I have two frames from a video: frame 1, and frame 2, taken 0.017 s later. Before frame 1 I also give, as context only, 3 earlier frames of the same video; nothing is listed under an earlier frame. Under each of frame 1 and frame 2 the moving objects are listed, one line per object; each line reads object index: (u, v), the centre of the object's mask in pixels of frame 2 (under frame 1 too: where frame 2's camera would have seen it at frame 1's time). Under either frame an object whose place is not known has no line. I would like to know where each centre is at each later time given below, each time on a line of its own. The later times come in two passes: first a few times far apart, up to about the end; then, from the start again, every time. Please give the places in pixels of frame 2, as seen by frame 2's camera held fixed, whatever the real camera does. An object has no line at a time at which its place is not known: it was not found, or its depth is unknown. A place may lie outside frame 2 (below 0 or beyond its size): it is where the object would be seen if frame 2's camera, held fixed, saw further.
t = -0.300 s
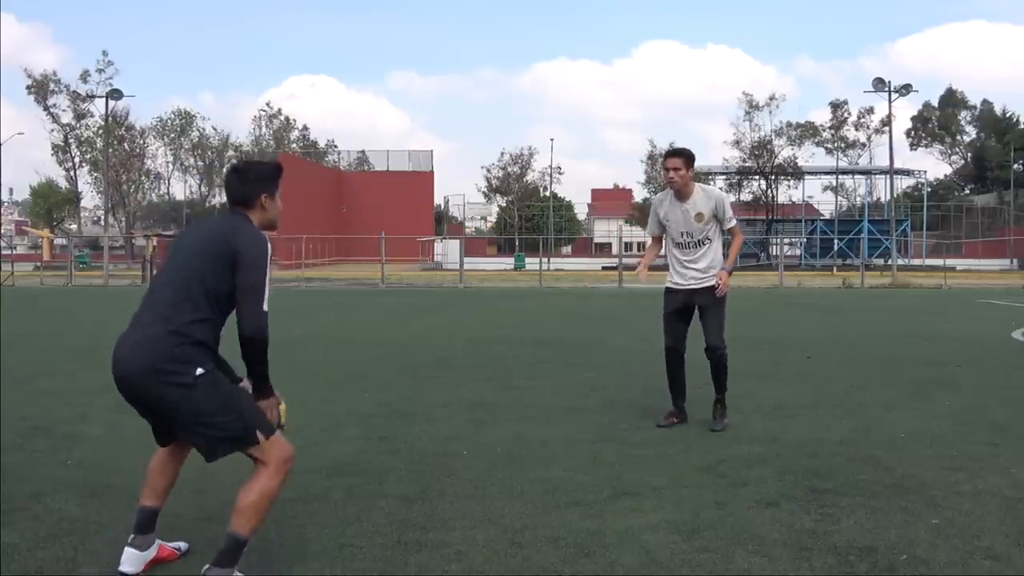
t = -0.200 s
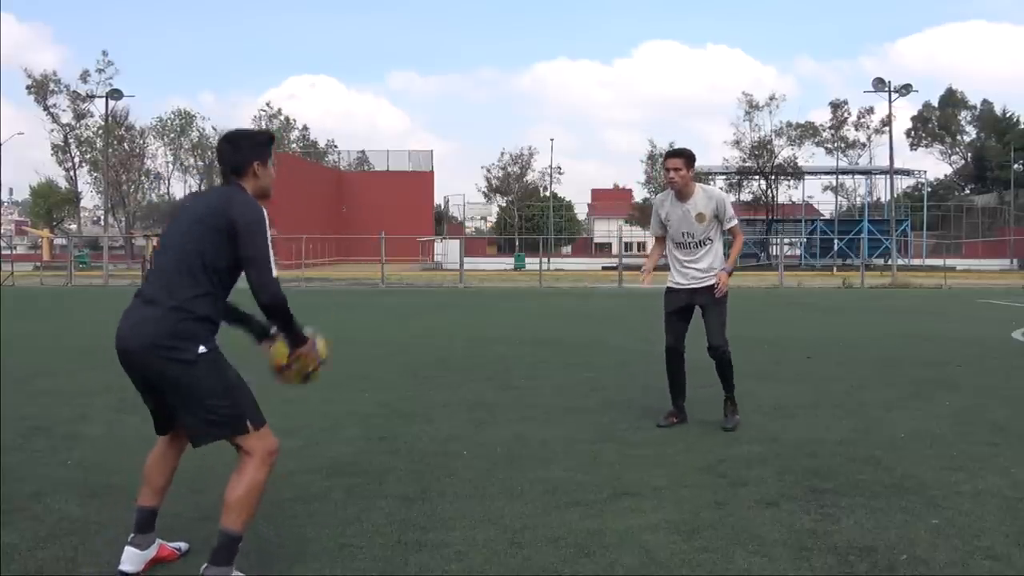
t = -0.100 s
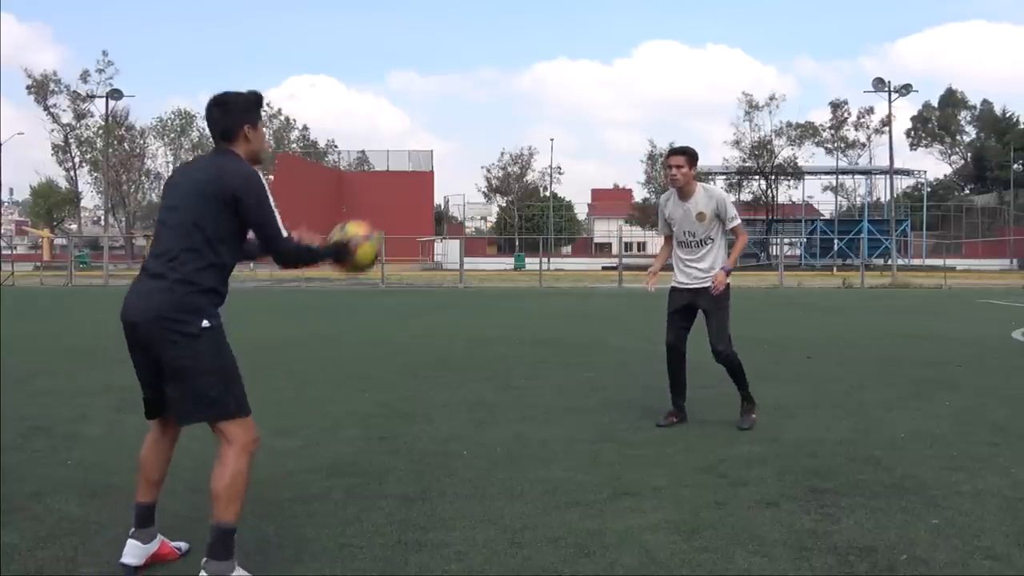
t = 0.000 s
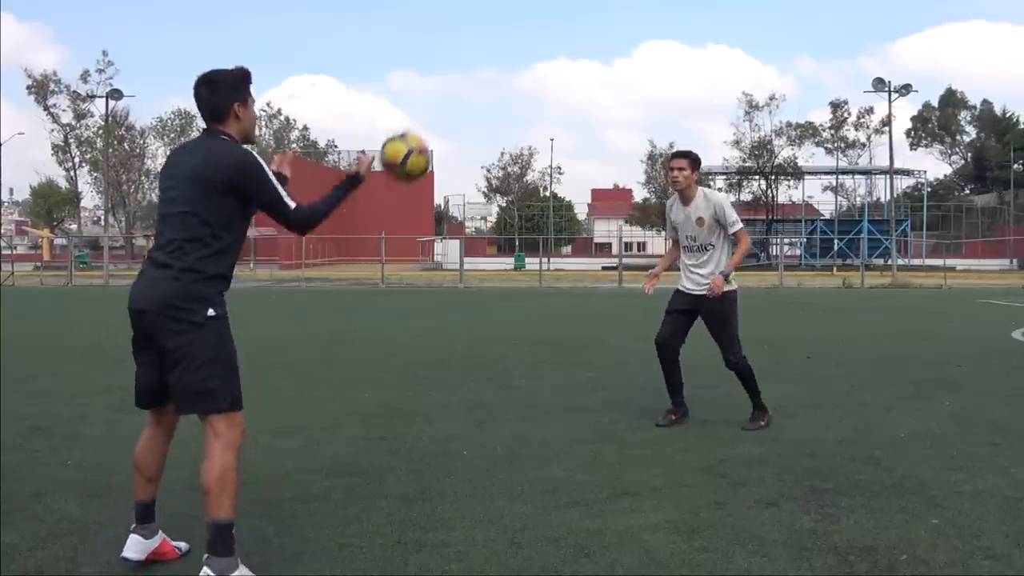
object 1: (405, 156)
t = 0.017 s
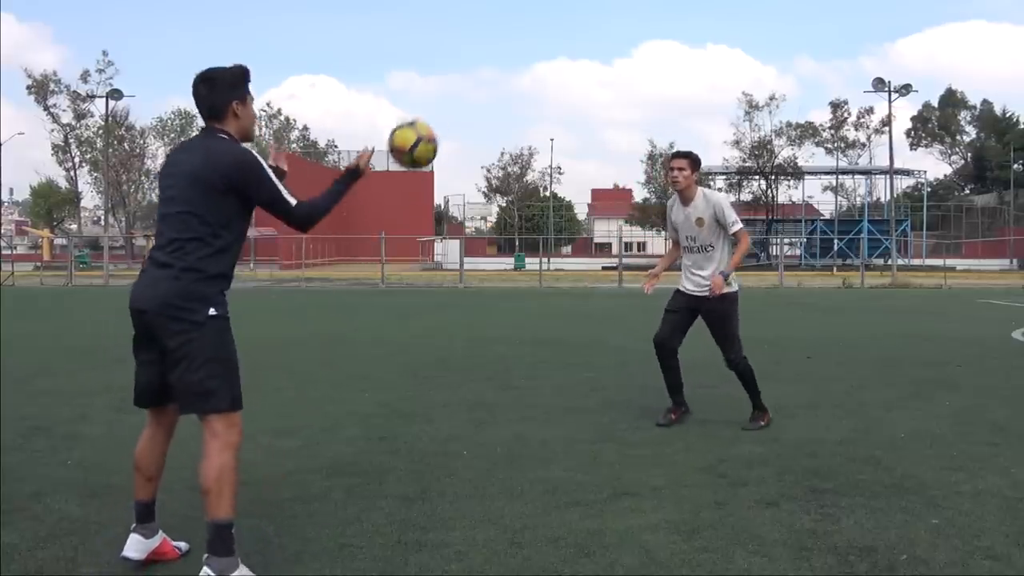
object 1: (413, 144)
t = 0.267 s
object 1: (517, 50)
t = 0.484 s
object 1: (589, 78)
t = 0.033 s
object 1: (421, 133)
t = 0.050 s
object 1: (429, 122)
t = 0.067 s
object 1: (436, 112)
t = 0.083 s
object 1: (444, 103)
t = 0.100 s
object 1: (451, 95)
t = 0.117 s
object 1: (458, 88)
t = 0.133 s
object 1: (465, 81)
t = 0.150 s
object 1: (472, 75)
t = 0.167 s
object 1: (479, 70)
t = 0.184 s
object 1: (486, 65)
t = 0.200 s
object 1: (492, 61)
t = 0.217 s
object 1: (498, 57)
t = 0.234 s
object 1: (505, 54)
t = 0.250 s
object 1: (511, 52)
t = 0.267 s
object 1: (517, 50)
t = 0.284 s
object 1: (523, 50)
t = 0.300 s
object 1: (529, 49)
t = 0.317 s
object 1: (535, 49)
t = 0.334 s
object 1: (541, 50)
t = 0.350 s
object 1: (546, 51)
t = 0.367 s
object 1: (552, 52)
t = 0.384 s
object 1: (558, 54)
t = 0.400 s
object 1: (563, 57)
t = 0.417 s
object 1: (569, 60)
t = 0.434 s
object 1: (574, 64)
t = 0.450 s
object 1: (579, 68)
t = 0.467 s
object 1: (584, 73)
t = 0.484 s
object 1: (589, 78)
